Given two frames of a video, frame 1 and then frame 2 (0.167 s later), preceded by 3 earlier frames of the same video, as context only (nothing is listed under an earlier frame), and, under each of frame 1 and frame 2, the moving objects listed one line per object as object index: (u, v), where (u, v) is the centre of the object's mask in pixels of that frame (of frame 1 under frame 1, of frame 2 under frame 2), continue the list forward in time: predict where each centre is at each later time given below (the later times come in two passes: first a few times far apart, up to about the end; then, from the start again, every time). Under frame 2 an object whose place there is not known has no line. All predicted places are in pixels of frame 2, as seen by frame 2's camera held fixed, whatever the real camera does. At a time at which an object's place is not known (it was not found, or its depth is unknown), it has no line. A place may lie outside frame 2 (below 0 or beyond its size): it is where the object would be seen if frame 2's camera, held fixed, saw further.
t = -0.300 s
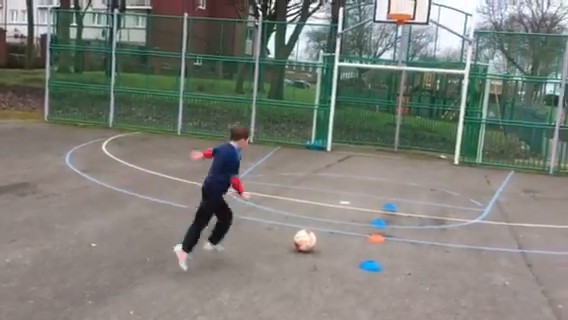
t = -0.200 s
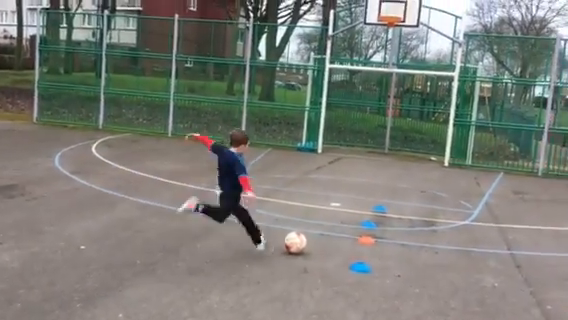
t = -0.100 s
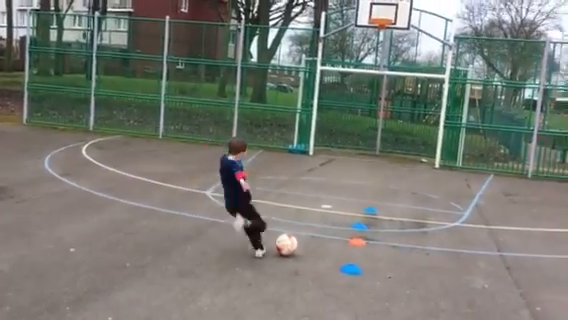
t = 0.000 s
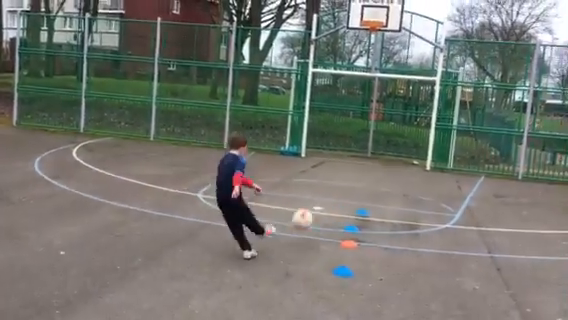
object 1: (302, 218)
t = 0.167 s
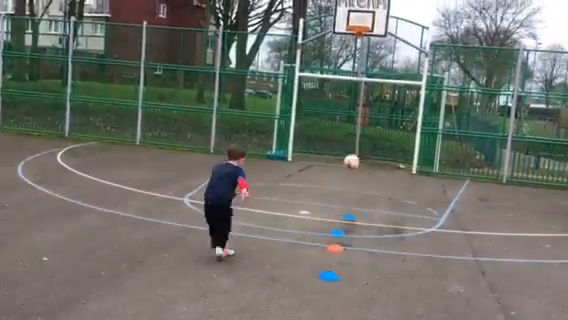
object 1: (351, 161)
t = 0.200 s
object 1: (360, 154)
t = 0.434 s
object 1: (403, 132)
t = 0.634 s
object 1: (425, 139)
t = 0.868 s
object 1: (431, 164)
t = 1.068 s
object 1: (427, 166)
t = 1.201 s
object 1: (426, 163)
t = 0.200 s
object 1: (360, 154)
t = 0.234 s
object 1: (369, 148)
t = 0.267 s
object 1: (376, 144)
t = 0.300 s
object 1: (383, 140)
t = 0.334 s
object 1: (389, 137)
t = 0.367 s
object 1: (394, 134)
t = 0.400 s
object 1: (399, 133)
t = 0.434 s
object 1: (403, 132)
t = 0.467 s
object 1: (407, 132)
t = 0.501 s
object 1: (411, 132)
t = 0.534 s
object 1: (415, 134)
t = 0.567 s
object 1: (419, 135)
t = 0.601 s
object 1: (423, 137)
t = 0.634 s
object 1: (425, 139)
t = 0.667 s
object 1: (427, 143)
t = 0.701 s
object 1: (430, 146)
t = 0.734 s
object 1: (432, 150)
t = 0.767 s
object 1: (434, 153)
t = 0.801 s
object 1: (433, 156)
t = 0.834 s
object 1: (433, 159)
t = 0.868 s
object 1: (431, 164)
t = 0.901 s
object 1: (430, 168)
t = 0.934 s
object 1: (428, 173)
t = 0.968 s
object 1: (428, 174)
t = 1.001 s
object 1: (428, 171)
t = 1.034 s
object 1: (428, 169)
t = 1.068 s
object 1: (427, 166)
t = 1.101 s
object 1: (427, 165)
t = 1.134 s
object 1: (427, 164)
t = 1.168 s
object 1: (426, 163)
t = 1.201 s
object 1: (426, 163)
